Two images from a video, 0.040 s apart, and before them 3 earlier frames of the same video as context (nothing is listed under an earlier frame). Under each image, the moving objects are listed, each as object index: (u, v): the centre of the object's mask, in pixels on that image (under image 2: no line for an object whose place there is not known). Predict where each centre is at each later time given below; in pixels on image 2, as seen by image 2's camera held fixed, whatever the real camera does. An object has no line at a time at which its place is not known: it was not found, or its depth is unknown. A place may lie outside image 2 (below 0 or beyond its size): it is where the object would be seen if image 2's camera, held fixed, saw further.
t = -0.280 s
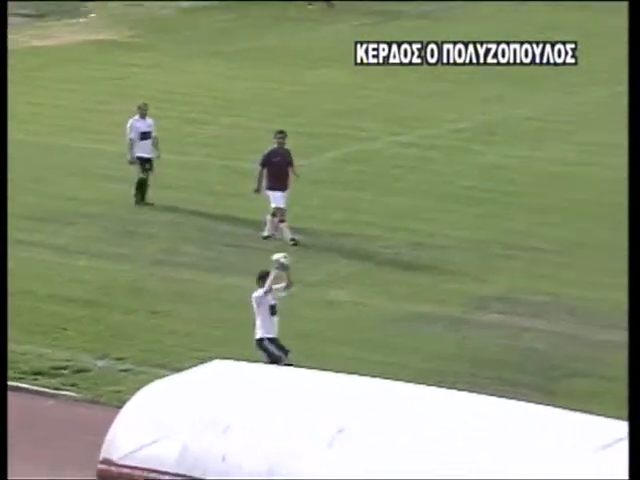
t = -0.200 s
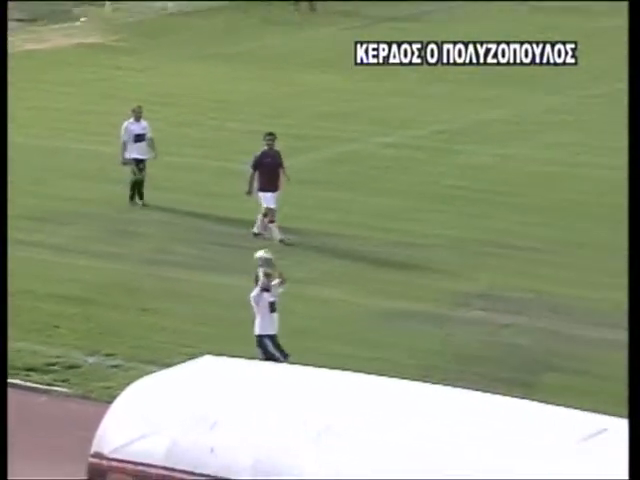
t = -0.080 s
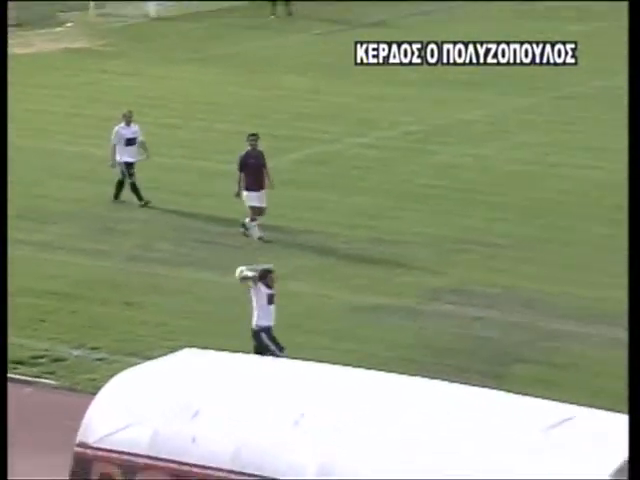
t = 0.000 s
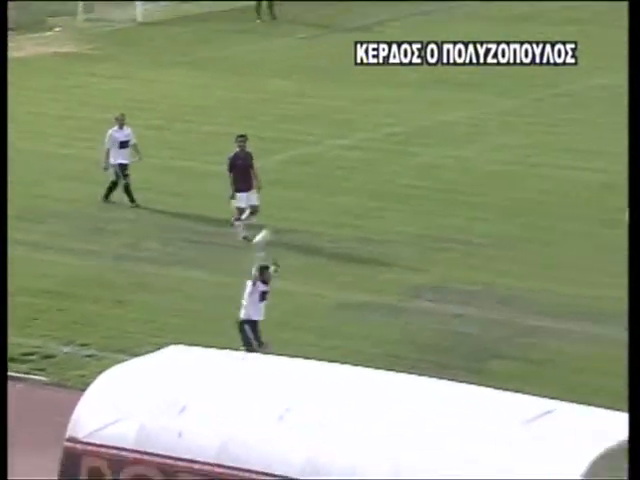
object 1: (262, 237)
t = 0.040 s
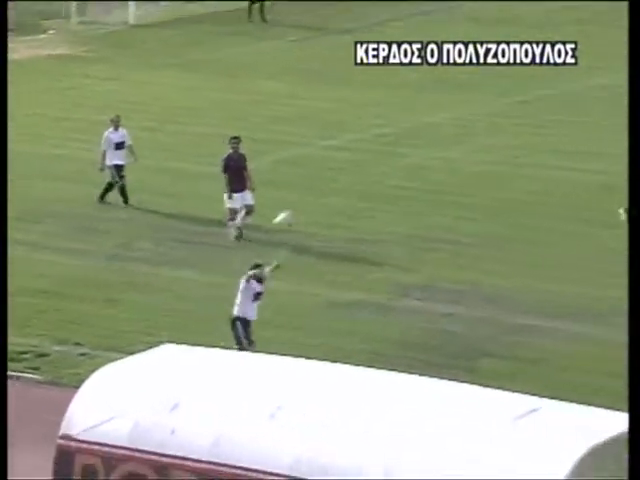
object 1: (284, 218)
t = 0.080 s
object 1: (311, 201)
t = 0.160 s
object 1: (366, 172)
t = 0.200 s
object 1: (392, 158)
